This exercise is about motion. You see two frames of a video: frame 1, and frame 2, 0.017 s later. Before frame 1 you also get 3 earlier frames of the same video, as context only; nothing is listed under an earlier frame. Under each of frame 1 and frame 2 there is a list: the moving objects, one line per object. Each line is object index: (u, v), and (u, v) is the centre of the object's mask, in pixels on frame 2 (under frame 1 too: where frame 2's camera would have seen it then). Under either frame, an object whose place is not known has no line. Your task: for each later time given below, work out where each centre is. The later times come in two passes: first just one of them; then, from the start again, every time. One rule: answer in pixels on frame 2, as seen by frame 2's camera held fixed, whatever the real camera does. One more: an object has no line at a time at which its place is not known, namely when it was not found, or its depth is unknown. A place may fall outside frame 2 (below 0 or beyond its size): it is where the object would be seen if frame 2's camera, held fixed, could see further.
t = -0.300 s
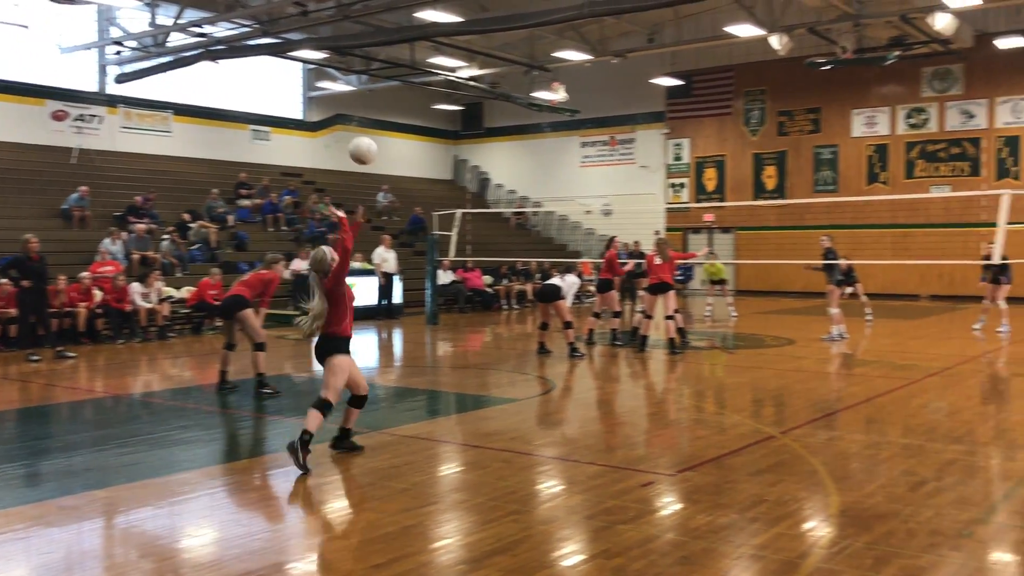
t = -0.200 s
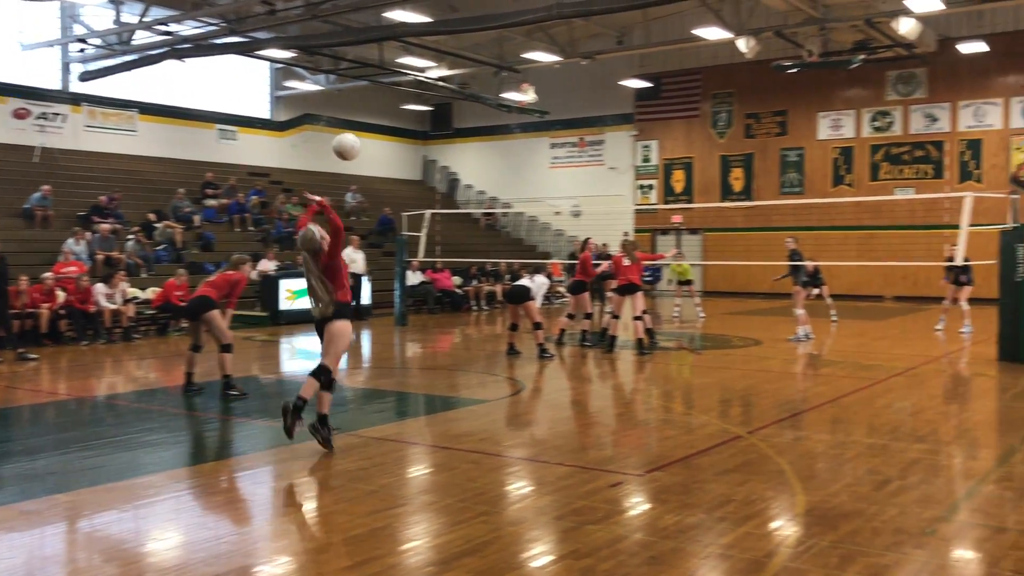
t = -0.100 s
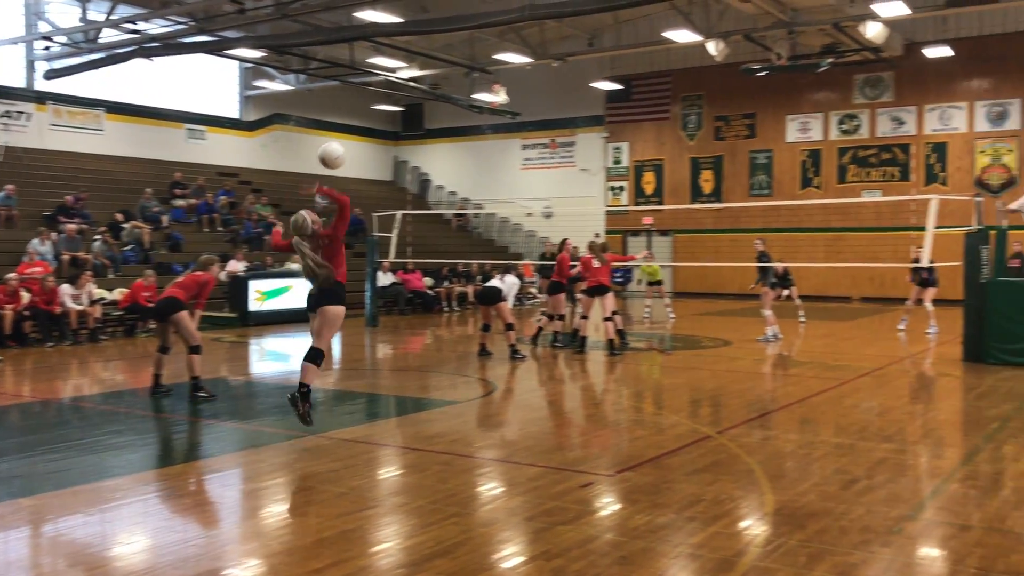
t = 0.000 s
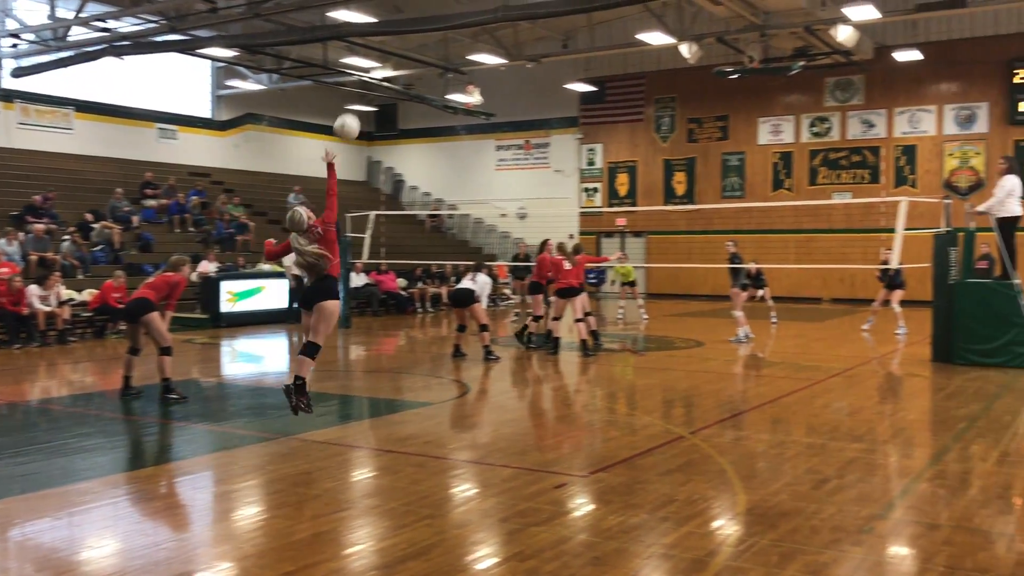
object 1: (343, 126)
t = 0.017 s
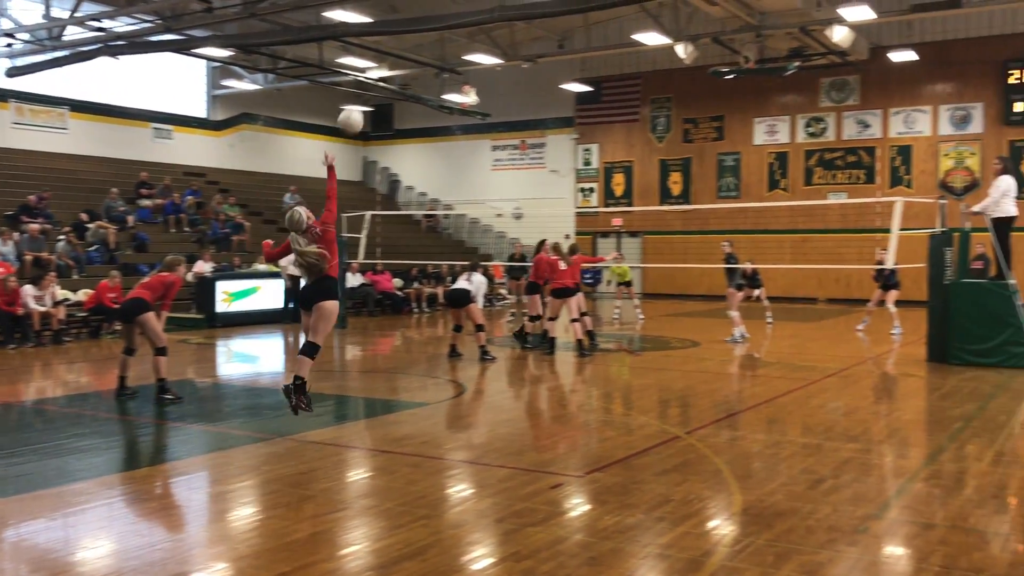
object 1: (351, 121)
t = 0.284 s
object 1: (451, 72)
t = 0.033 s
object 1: (359, 114)
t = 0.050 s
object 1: (368, 108)
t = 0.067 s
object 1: (375, 103)
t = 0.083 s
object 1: (382, 98)
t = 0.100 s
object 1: (389, 94)
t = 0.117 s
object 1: (395, 90)
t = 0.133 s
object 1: (402, 87)
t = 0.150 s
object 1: (408, 83)
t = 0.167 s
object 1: (414, 81)
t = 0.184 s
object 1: (419, 79)
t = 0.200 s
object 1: (425, 76)
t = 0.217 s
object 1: (431, 75)
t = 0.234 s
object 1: (436, 74)
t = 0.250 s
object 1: (441, 73)
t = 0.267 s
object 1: (446, 72)
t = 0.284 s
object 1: (451, 72)
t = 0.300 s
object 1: (456, 71)
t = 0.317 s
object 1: (460, 71)
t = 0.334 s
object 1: (465, 72)
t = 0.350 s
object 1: (469, 72)
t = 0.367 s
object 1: (473, 72)
